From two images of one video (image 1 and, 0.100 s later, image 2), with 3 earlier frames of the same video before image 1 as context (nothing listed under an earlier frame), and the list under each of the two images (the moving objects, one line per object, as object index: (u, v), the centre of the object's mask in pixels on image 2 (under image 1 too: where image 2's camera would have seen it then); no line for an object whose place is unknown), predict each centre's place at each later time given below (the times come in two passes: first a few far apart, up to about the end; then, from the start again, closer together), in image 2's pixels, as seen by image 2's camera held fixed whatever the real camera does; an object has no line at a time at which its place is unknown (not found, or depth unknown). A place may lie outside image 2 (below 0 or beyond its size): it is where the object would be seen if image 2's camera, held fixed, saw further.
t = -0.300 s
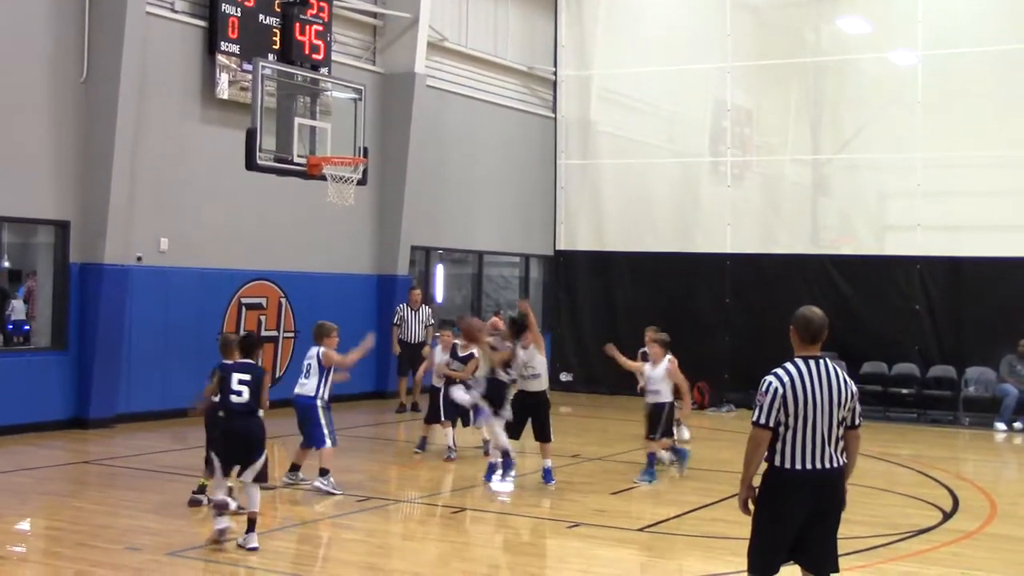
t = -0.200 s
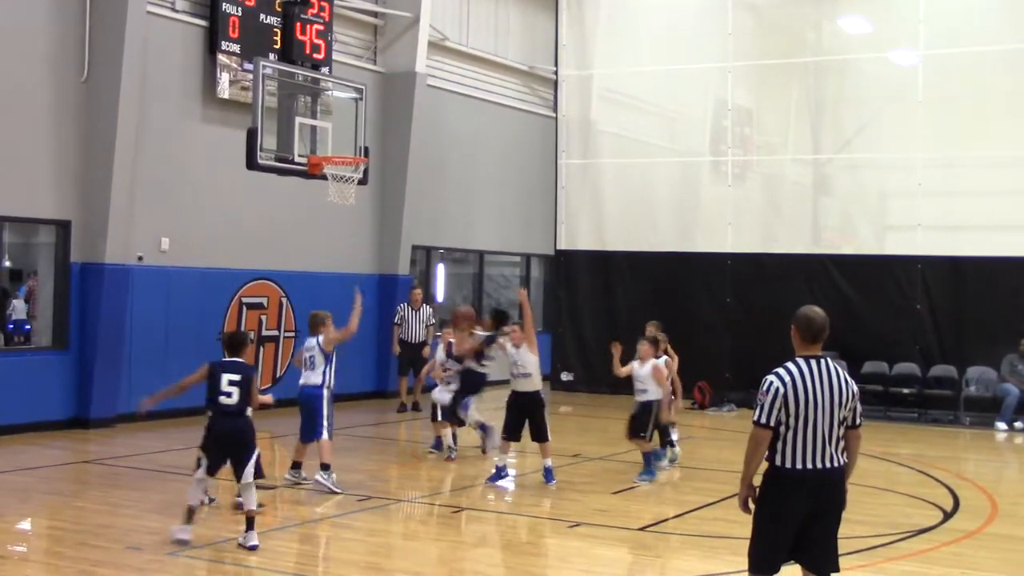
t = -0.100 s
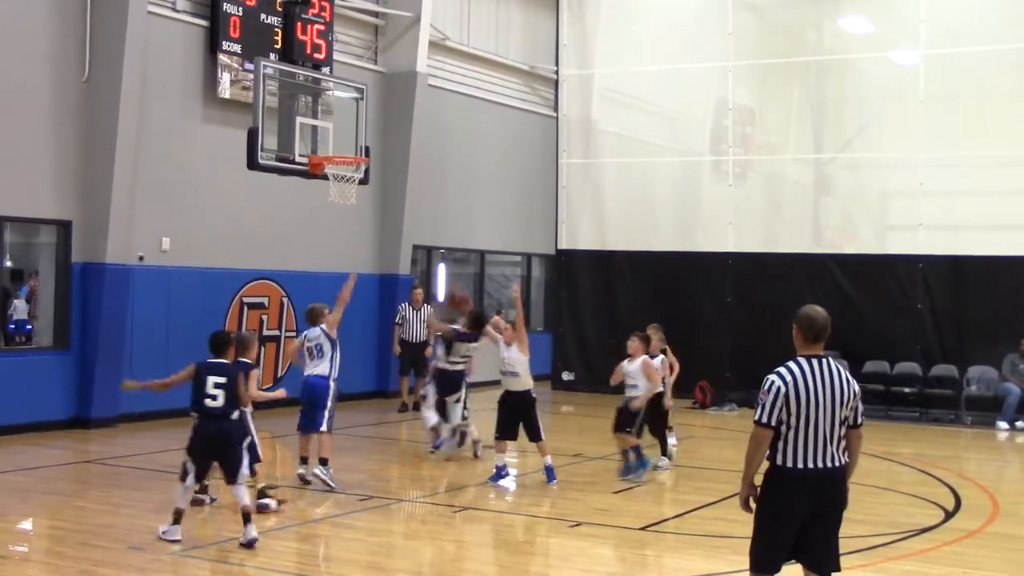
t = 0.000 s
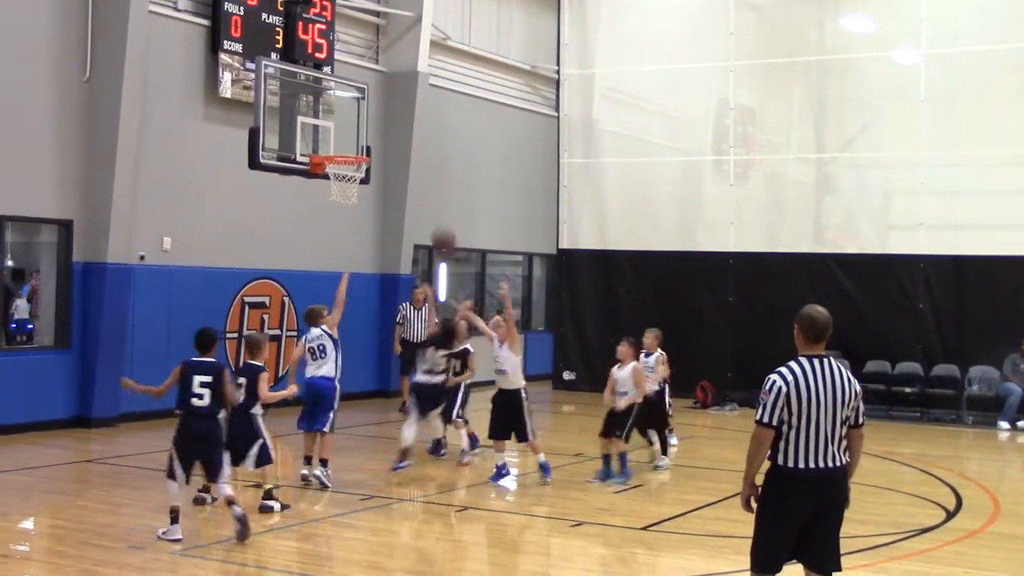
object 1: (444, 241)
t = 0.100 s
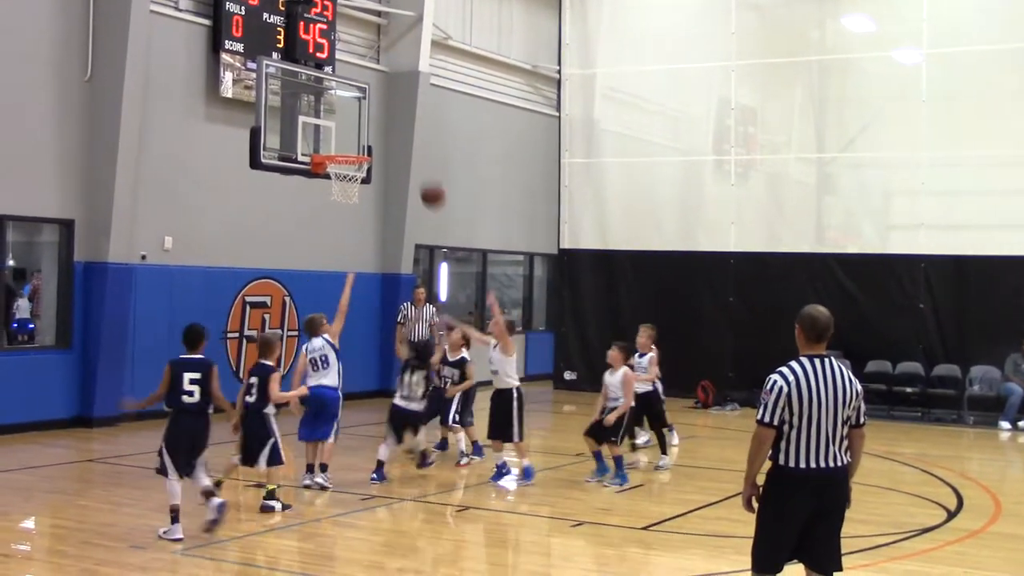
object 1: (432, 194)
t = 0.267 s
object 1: (411, 143)
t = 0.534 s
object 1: (379, 123)
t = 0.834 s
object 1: (356, 138)
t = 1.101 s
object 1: (351, 170)
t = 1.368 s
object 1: (343, 255)
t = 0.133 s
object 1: (428, 182)
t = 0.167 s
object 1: (424, 170)
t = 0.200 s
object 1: (419, 160)
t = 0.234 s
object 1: (415, 151)
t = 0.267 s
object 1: (411, 143)
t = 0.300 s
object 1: (407, 137)
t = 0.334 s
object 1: (403, 132)
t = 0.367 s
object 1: (398, 128)
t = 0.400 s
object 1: (394, 124)
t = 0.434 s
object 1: (390, 122)
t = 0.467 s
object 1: (386, 121)
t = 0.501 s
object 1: (383, 121)
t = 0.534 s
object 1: (379, 123)
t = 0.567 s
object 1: (374, 125)
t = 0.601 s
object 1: (370, 127)
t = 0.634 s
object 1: (366, 132)
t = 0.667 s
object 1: (362, 138)
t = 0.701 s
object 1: (358, 144)
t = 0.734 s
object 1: (357, 143)
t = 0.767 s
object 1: (356, 140)
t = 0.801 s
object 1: (356, 138)
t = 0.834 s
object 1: (356, 138)
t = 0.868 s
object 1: (355, 138)
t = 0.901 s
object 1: (355, 139)
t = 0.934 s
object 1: (354, 141)
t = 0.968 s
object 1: (354, 144)
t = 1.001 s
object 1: (353, 147)
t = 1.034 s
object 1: (353, 149)
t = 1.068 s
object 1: (348, 161)
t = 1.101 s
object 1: (351, 170)
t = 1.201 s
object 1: (348, 195)
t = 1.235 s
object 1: (348, 206)
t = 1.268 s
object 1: (347, 215)
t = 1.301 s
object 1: (346, 228)
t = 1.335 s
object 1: (345, 241)
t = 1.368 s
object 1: (343, 255)
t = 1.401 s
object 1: (342, 270)
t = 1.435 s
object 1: (341, 289)
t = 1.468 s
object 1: (340, 304)
